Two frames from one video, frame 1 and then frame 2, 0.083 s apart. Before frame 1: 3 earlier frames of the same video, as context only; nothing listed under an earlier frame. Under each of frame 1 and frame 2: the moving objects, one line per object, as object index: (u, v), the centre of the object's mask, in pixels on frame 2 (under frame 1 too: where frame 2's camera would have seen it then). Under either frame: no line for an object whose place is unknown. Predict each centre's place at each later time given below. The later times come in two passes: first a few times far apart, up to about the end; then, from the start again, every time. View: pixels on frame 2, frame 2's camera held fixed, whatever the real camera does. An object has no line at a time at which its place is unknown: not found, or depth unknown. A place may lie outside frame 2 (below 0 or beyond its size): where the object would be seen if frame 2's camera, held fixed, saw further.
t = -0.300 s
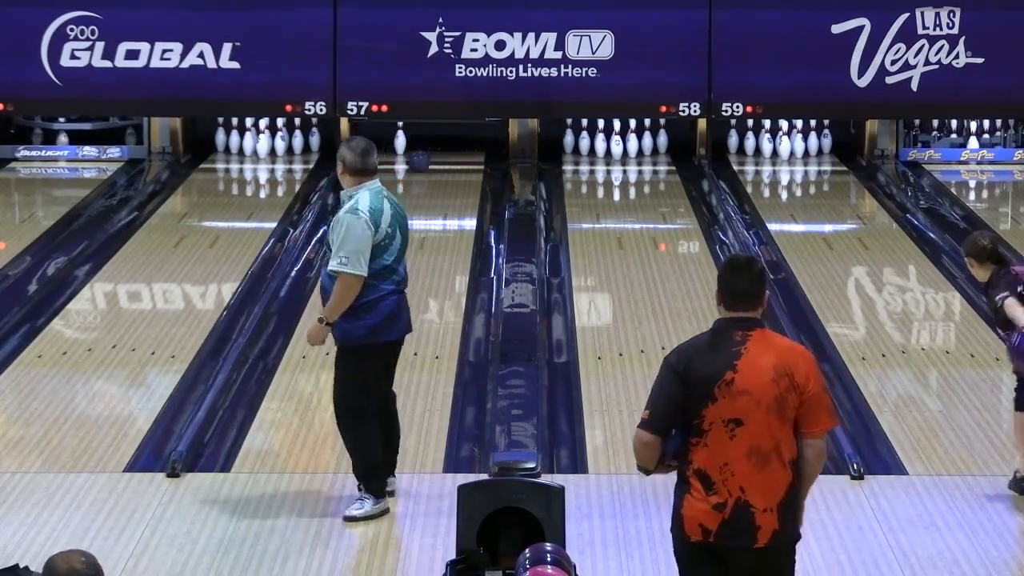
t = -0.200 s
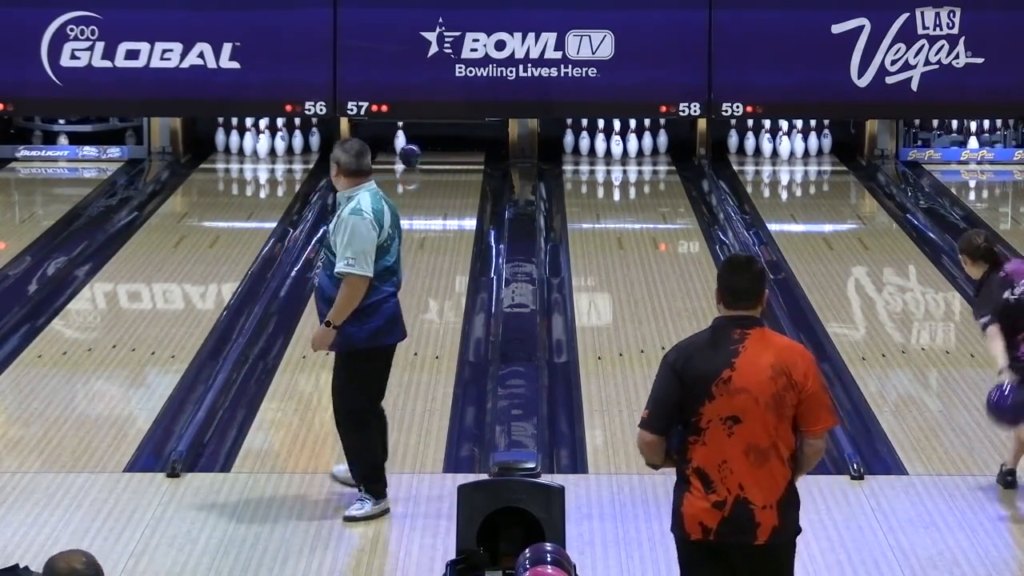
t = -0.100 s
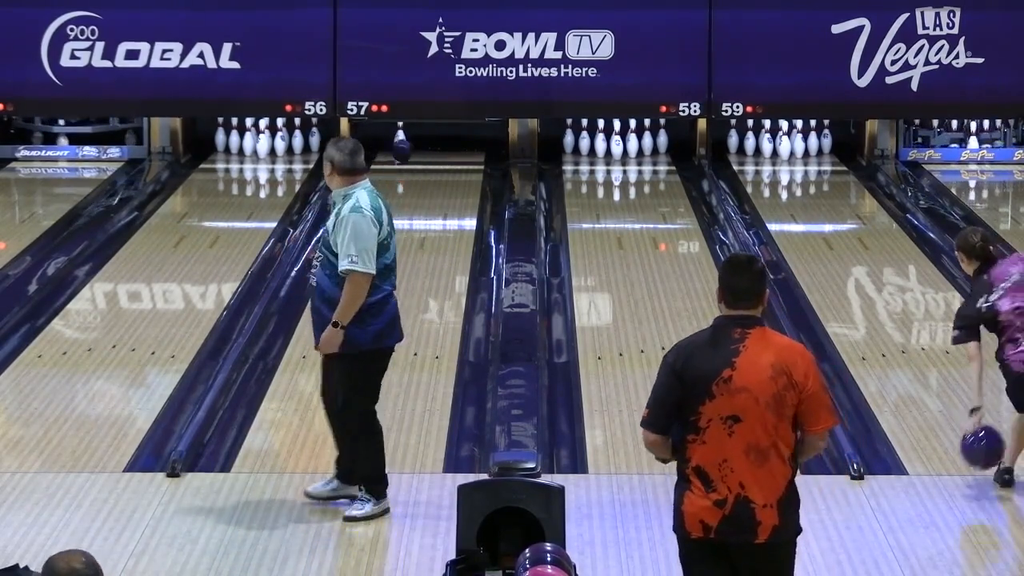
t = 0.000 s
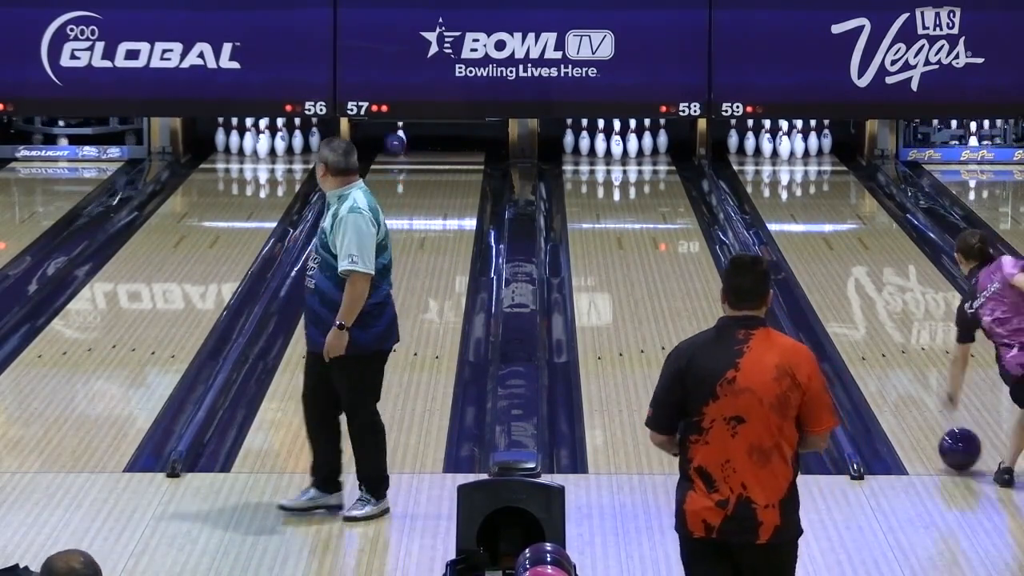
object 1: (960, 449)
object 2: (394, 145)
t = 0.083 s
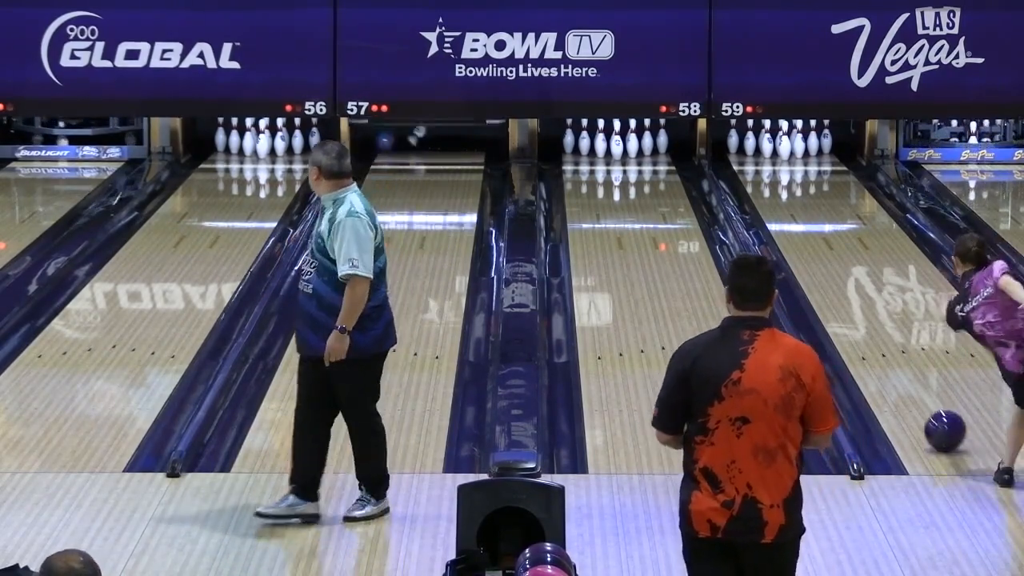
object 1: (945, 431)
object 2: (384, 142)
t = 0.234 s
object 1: (921, 398)
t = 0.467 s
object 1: (889, 355)
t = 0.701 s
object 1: (862, 317)
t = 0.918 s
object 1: (841, 287)
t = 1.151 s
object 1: (822, 259)
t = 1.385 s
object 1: (805, 234)
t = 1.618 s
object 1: (792, 212)
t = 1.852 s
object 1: (781, 193)
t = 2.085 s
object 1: (775, 176)
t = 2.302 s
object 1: (773, 163)
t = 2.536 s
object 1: (775, 151)
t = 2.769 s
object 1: (768, 144)
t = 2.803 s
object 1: (766, 143)
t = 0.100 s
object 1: (942, 427)
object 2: (382, 141)
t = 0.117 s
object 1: (939, 423)
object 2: (380, 141)
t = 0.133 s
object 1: (937, 420)
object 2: (379, 142)
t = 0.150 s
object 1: (934, 416)
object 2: (377, 140)
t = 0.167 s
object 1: (931, 412)
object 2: (376, 140)
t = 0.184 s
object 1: (929, 409)
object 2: (372, 143)
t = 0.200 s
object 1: (926, 405)
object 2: (371, 144)
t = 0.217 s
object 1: (924, 402)
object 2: (371, 145)
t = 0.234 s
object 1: (921, 398)
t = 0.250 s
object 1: (919, 395)
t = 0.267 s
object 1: (916, 392)
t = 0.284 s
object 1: (914, 389)
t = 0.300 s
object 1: (911, 385)
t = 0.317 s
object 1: (909, 382)
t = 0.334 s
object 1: (907, 379)
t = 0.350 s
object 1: (904, 376)
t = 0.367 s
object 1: (902, 372)
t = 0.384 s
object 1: (900, 369)
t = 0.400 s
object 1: (897, 366)
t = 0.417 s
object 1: (895, 363)
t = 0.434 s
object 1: (893, 360)
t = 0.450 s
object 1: (891, 358)
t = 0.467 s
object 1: (889, 355)
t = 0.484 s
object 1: (887, 352)
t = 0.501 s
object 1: (885, 349)
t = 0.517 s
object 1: (883, 346)
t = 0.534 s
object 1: (881, 343)
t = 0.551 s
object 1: (879, 341)
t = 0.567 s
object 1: (877, 338)
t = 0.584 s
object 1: (875, 335)
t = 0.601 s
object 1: (873, 333)
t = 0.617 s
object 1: (871, 330)
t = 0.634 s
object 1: (869, 328)
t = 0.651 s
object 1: (867, 325)
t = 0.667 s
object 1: (865, 322)
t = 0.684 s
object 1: (864, 320)
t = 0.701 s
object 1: (862, 317)
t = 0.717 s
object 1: (861, 315)
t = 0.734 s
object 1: (859, 312)
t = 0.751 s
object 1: (857, 310)
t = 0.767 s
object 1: (855, 307)
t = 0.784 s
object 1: (854, 305)
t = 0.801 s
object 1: (852, 303)
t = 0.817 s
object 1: (850, 301)
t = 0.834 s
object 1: (848, 298)
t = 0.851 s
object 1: (847, 296)
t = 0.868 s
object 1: (846, 294)
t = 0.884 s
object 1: (844, 292)
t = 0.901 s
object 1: (842, 290)
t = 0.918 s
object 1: (841, 287)
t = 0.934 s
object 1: (840, 285)
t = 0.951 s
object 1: (838, 283)
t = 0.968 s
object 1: (837, 281)
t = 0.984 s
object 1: (835, 279)
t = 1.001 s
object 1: (834, 277)
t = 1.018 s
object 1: (832, 275)
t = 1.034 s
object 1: (831, 273)
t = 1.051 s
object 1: (829, 271)
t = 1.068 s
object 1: (828, 269)
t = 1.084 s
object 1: (827, 267)
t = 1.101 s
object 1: (826, 265)
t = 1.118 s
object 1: (824, 263)
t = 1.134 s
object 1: (823, 261)
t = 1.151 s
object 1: (822, 259)
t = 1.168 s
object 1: (821, 257)
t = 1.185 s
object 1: (819, 255)
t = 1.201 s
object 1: (818, 253)
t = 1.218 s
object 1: (817, 251)
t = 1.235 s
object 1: (816, 250)
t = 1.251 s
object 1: (815, 248)
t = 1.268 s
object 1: (813, 246)
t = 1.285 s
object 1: (812, 244)
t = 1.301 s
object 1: (811, 243)
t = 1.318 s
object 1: (810, 241)
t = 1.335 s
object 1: (809, 239)
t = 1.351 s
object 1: (808, 238)
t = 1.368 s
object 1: (806, 236)
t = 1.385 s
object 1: (805, 234)
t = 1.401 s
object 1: (804, 233)
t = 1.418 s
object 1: (803, 231)
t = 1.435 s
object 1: (802, 229)
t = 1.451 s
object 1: (801, 228)
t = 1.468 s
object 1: (800, 226)
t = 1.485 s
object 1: (799, 224)
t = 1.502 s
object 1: (798, 222)
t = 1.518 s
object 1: (797, 221)
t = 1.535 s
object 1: (796, 219)
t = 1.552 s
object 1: (795, 218)
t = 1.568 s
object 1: (794, 216)
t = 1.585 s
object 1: (793, 215)
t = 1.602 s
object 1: (792, 213)
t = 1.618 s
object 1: (792, 212)
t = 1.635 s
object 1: (791, 211)
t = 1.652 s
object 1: (790, 209)
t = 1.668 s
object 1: (789, 208)
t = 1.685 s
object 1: (788, 206)
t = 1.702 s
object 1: (787, 205)
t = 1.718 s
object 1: (787, 204)
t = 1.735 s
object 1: (786, 202)
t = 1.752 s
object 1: (785, 201)
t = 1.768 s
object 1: (785, 199)
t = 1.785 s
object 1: (784, 198)
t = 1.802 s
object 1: (783, 197)
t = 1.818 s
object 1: (782, 195)
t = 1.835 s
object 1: (782, 194)
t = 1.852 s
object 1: (781, 193)
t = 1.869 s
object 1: (780, 192)
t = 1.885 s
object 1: (780, 190)
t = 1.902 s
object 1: (779, 189)
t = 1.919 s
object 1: (779, 188)
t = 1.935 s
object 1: (778, 187)
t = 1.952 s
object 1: (778, 185)
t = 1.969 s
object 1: (777, 184)
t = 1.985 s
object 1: (777, 183)
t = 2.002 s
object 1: (776, 182)
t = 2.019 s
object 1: (776, 180)
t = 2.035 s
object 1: (776, 179)
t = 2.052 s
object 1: (776, 178)
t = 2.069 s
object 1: (775, 177)
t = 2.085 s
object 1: (775, 176)
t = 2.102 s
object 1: (774, 175)
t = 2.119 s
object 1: (774, 174)
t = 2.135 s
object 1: (774, 173)
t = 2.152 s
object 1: (774, 172)
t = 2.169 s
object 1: (773, 171)
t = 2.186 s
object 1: (773, 170)
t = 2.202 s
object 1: (773, 169)
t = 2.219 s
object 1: (773, 168)
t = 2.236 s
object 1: (773, 167)
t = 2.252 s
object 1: (773, 166)
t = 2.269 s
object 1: (773, 165)
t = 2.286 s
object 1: (773, 164)
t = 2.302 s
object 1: (773, 163)
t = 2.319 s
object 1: (773, 162)
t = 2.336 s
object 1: (773, 161)
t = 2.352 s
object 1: (773, 160)
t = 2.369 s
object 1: (773, 159)
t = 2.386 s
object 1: (773, 158)
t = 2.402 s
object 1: (773, 157)
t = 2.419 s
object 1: (773, 156)
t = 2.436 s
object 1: (773, 155)
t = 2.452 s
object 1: (774, 155)
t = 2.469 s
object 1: (774, 154)
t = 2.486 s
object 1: (775, 153)
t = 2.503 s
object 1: (775, 152)
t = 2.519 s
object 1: (775, 152)
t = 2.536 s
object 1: (775, 151)
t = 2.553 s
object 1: (775, 150)
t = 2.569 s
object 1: (774, 150)
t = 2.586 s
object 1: (773, 149)
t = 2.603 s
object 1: (772, 148)
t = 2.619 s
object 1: (772, 148)
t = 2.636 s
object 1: (772, 147)
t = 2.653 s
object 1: (772, 147)
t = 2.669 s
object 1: (772, 147)
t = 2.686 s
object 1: (772, 147)
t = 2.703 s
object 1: (771, 146)
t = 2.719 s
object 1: (771, 145)
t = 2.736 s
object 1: (769, 145)
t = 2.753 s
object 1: (769, 144)
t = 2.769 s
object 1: (768, 144)
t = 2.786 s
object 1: (768, 143)
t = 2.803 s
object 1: (766, 143)
